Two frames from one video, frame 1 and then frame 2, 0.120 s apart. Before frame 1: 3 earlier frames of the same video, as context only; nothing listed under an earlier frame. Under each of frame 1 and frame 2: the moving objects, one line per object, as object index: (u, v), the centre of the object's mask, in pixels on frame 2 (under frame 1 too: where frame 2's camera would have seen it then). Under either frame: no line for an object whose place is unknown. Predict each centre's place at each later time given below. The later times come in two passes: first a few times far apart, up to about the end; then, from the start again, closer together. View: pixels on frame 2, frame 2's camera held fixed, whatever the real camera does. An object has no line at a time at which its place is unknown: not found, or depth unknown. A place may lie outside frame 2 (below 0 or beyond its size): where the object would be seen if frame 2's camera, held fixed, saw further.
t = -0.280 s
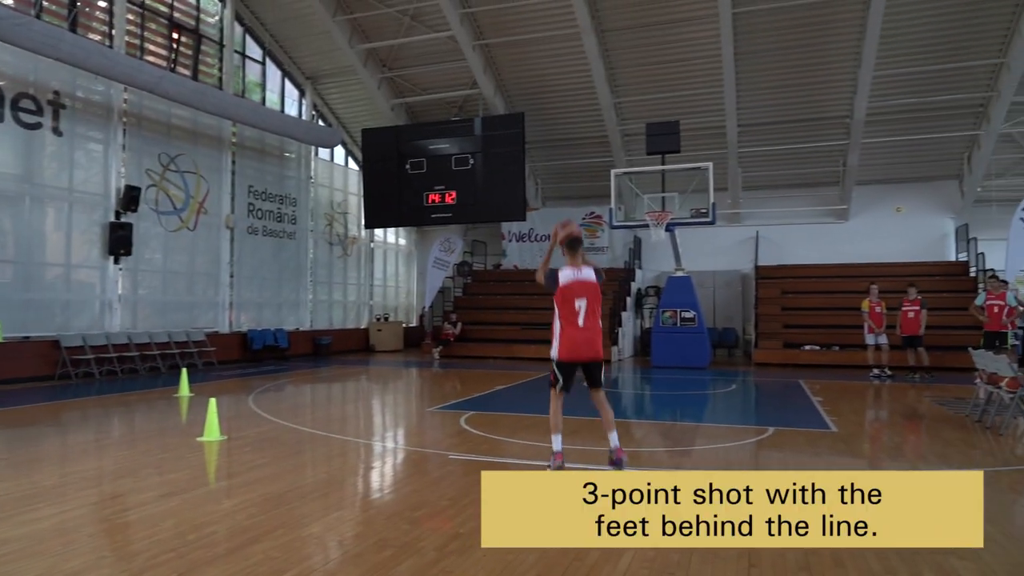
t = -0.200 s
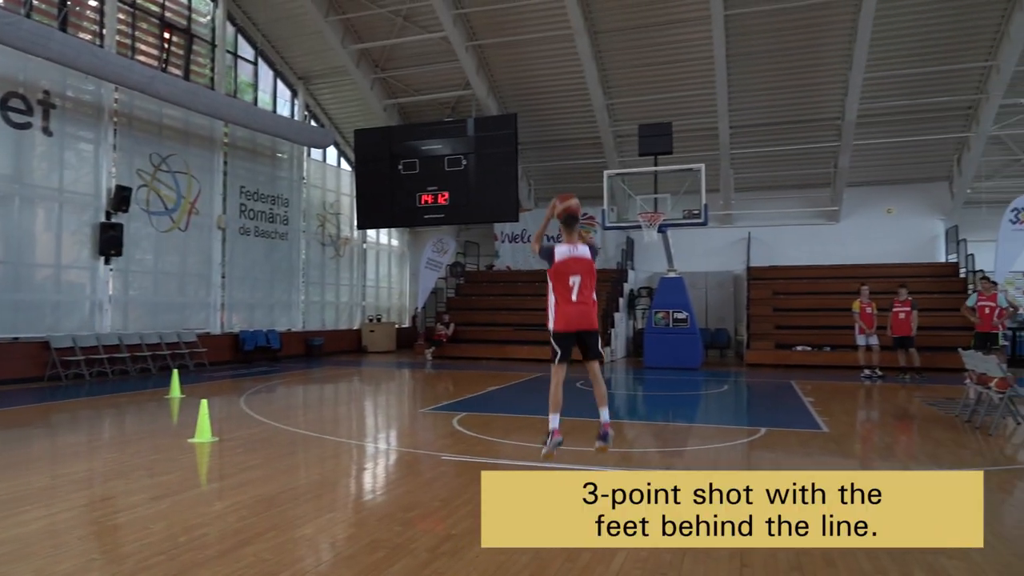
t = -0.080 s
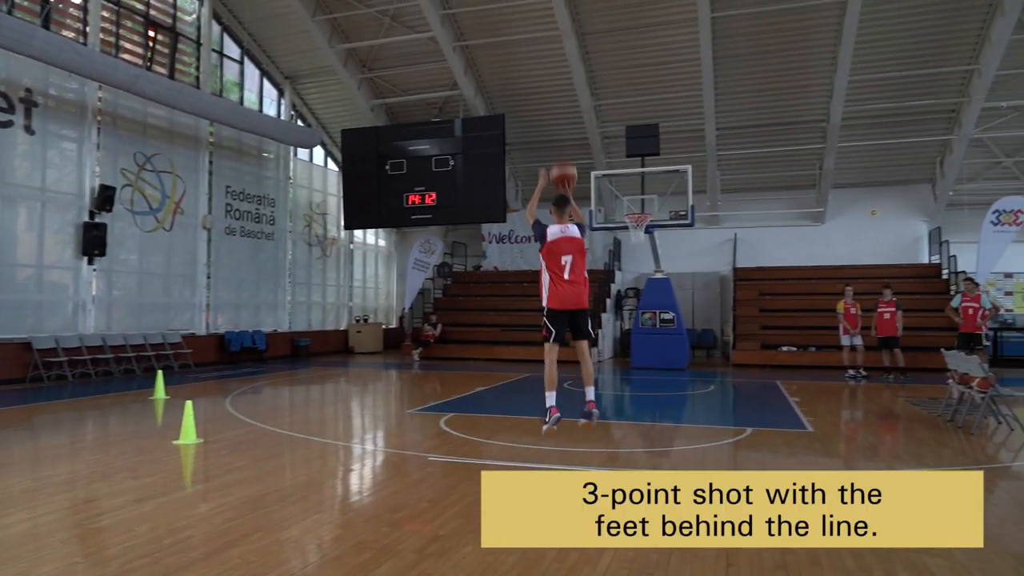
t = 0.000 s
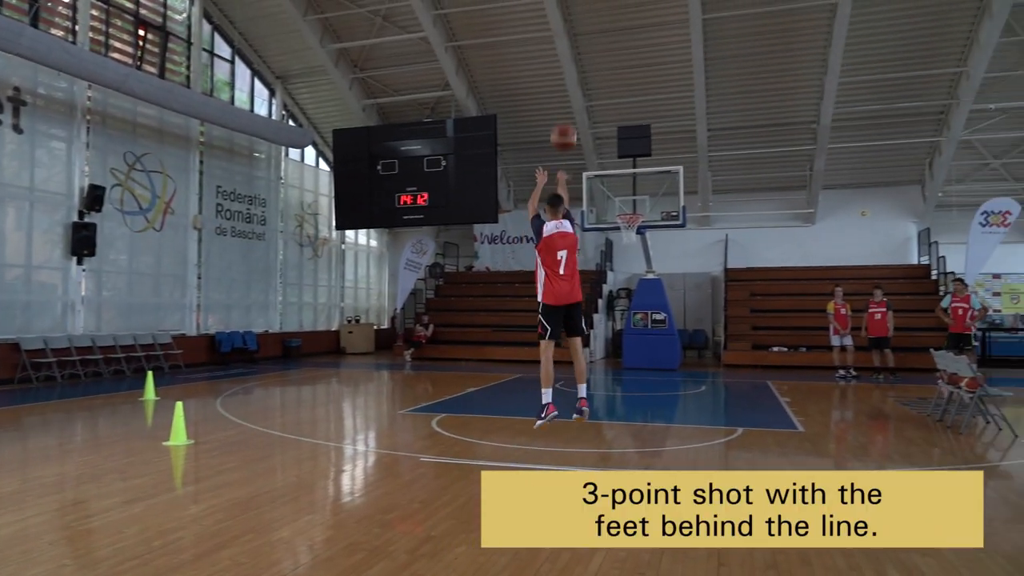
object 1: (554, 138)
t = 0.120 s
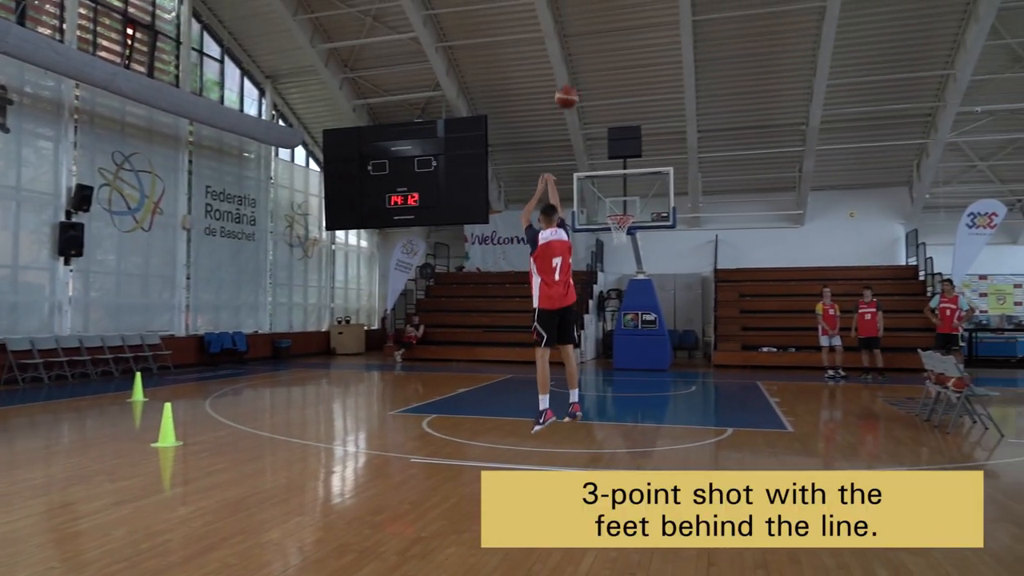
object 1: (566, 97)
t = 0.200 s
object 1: (573, 81)
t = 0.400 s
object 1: (587, 69)
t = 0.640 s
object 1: (599, 93)
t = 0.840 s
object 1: (608, 134)
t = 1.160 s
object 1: (626, 220)
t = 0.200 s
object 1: (573, 81)
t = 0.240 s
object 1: (576, 76)
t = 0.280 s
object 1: (579, 72)
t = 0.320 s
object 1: (582, 70)
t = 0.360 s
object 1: (585, 69)
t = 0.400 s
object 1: (587, 69)
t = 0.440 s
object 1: (589, 71)
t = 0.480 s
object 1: (591, 73)
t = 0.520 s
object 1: (593, 77)
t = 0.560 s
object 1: (595, 82)
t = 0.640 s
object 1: (599, 93)
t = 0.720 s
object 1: (602, 108)
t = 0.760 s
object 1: (604, 116)
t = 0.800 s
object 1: (606, 125)
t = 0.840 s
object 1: (608, 134)
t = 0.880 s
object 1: (610, 144)
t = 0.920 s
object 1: (611, 154)
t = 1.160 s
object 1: (626, 220)
